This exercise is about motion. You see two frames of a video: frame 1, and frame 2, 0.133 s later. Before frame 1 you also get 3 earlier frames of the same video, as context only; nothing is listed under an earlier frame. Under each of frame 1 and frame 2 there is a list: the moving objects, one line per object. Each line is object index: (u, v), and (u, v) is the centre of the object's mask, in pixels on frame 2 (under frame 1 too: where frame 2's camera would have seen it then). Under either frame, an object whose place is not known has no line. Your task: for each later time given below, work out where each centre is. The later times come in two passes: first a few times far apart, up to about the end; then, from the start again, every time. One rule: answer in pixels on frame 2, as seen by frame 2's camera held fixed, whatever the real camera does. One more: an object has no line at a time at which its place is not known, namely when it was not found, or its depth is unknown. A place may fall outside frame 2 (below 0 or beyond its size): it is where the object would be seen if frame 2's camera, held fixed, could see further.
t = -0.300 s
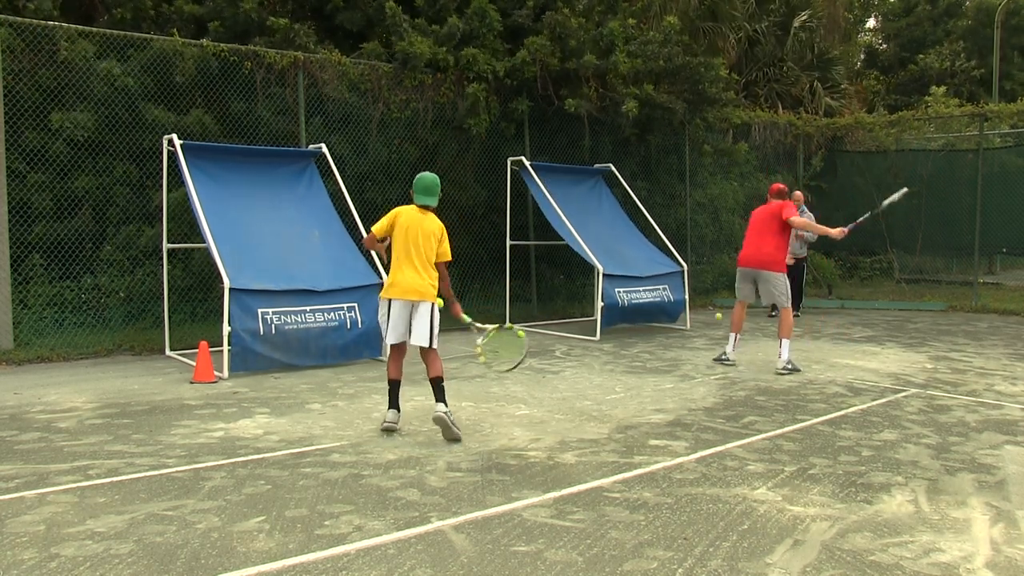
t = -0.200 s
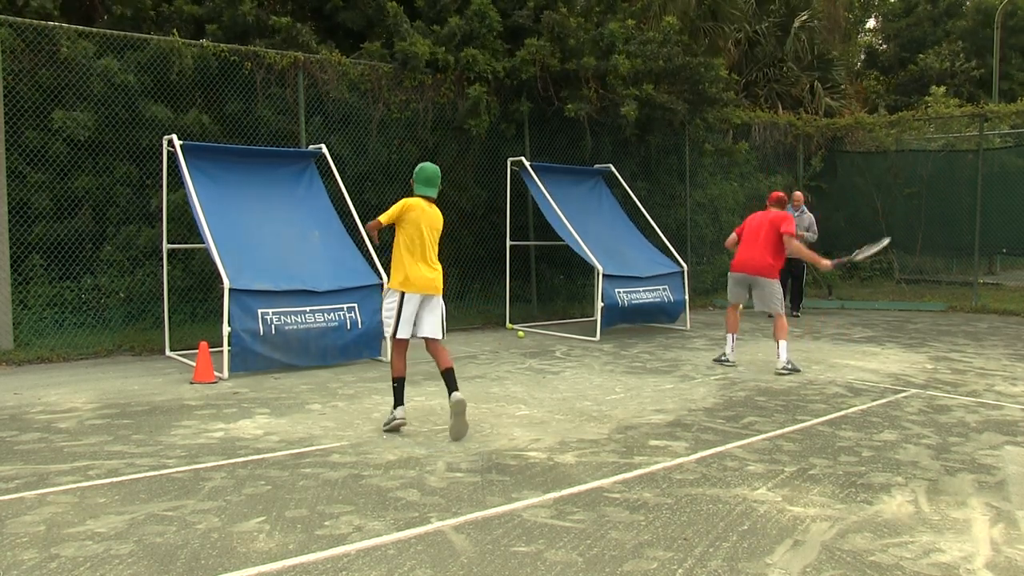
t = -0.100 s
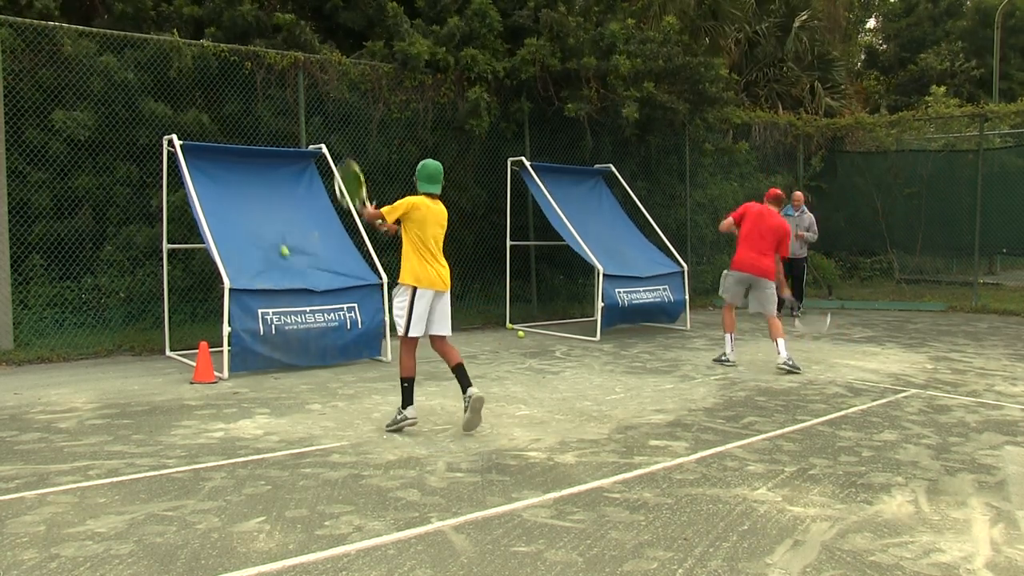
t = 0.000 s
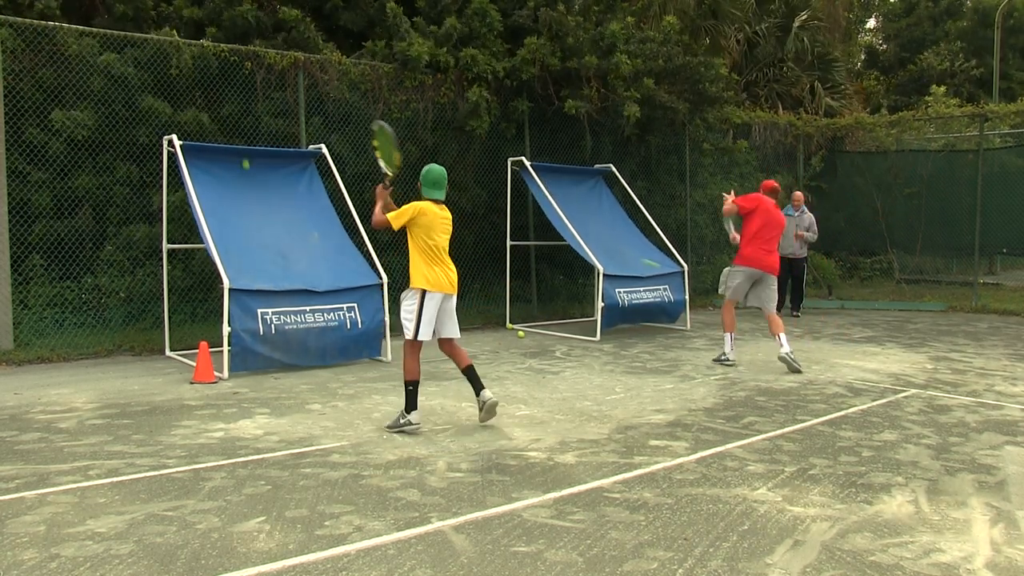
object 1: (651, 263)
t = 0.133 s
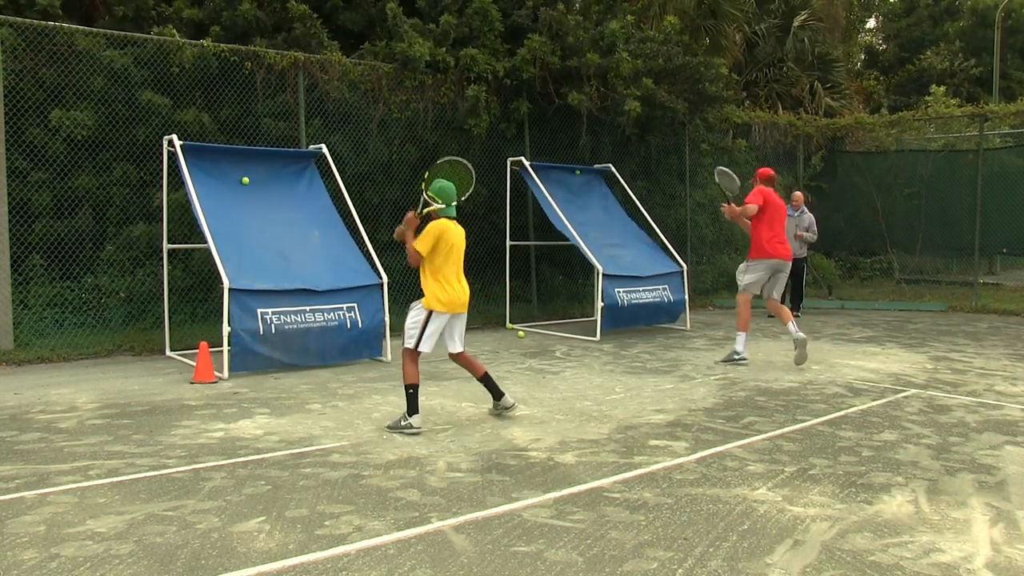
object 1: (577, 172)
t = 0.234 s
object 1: (577, 179)
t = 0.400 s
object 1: (583, 191)
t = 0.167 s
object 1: (577, 173)
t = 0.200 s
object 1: (576, 176)
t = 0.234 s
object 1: (577, 179)
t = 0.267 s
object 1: (576, 183)
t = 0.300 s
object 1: (577, 186)
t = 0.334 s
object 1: (579, 187)
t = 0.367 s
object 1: (580, 188)
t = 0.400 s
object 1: (583, 191)
